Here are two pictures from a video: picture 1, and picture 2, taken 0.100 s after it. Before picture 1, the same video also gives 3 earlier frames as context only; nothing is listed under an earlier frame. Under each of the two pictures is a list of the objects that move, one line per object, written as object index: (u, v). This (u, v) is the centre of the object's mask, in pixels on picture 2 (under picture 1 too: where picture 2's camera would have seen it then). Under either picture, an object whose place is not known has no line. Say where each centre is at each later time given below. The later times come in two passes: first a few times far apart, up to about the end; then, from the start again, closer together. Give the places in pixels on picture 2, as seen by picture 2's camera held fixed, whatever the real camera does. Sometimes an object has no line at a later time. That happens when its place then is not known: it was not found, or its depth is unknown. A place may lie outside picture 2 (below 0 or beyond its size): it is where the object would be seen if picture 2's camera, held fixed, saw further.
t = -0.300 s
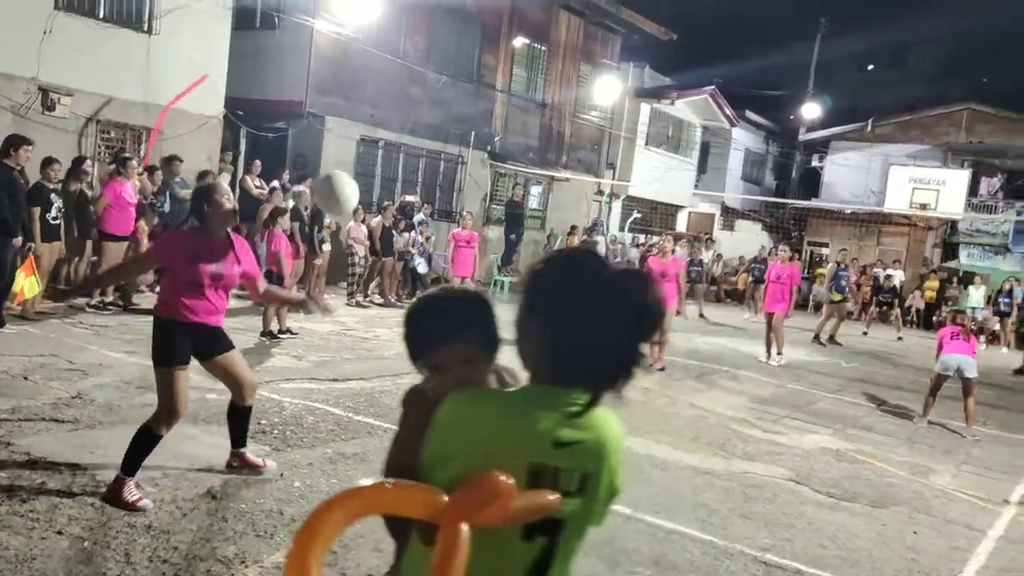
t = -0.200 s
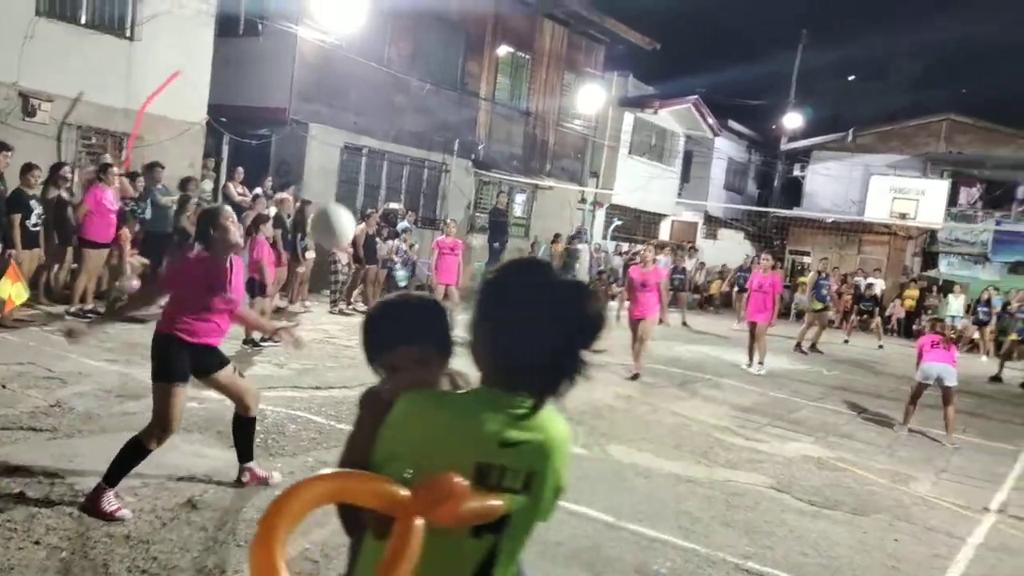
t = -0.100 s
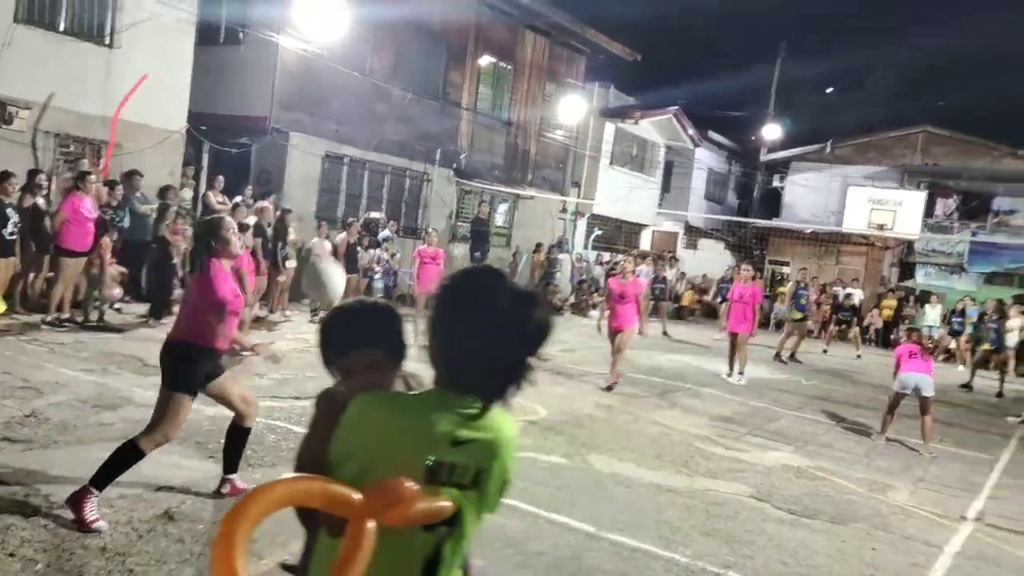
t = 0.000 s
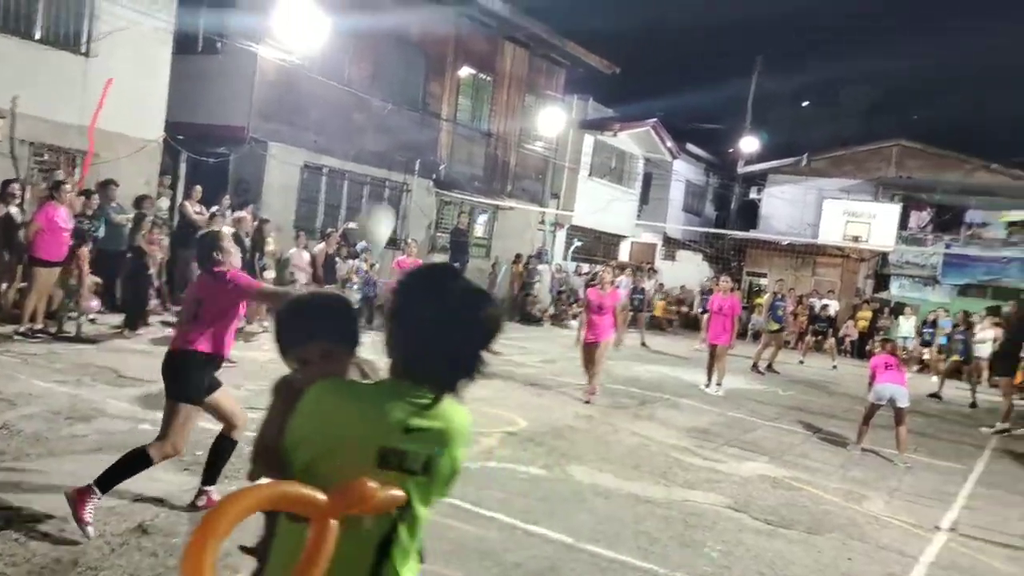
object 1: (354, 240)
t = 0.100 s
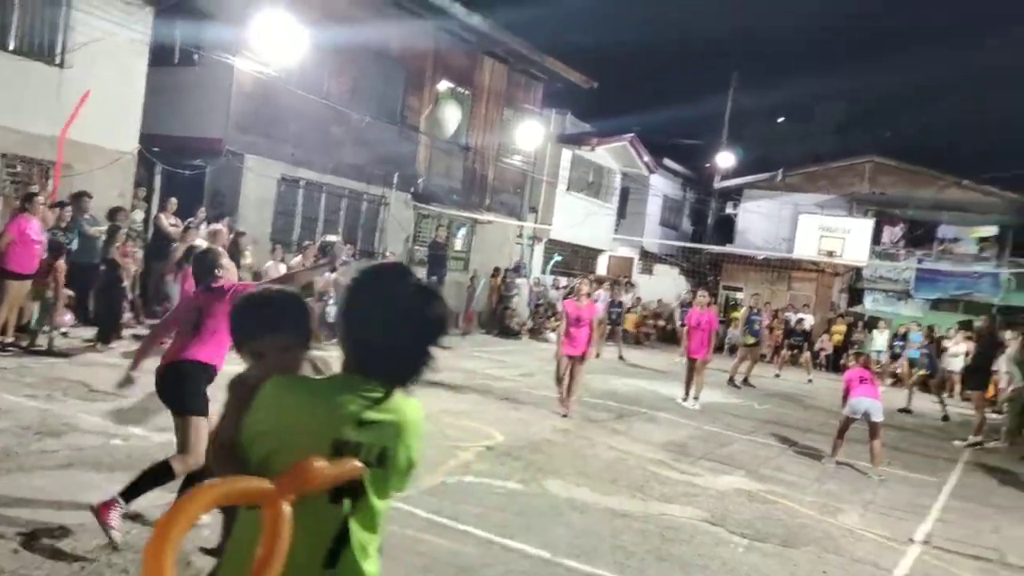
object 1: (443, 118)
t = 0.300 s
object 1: (561, -10)
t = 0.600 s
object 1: (659, -53)
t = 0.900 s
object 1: (714, -13)
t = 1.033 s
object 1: (731, 19)
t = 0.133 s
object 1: (469, 88)
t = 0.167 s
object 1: (489, 62)
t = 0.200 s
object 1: (510, 40)
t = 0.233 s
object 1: (529, 20)
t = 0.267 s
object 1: (546, 3)
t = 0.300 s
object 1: (561, -10)
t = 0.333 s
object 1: (576, -22)
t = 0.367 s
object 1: (589, -31)
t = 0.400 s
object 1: (602, -38)
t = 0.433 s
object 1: (614, -44)
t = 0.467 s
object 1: (624, -49)
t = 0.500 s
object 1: (635, -52)
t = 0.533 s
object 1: (644, -54)
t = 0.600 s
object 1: (659, -53)
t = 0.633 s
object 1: (667, -51)
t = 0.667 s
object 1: (674, -48)
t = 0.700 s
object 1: (681, -45)
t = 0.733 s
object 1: (688, -41)
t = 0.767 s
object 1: (694, -37)
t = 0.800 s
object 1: (699, -32)
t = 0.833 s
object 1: (705, -26)
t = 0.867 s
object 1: (710, -20)
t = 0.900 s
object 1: (714, -13)
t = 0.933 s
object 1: (719, -6)
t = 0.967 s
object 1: (723, 2)
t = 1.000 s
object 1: (727, 10)
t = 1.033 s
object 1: (731, 19)
